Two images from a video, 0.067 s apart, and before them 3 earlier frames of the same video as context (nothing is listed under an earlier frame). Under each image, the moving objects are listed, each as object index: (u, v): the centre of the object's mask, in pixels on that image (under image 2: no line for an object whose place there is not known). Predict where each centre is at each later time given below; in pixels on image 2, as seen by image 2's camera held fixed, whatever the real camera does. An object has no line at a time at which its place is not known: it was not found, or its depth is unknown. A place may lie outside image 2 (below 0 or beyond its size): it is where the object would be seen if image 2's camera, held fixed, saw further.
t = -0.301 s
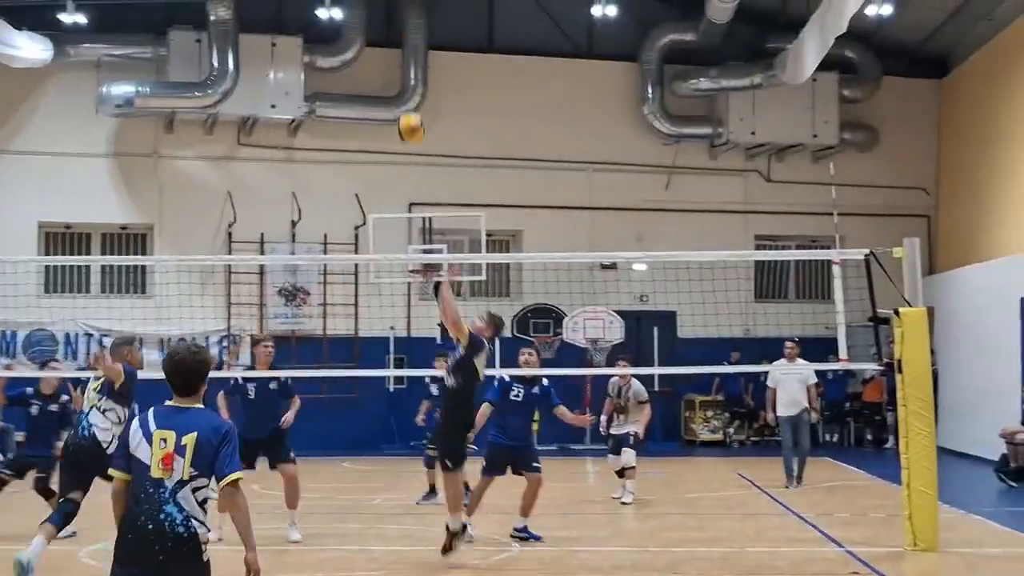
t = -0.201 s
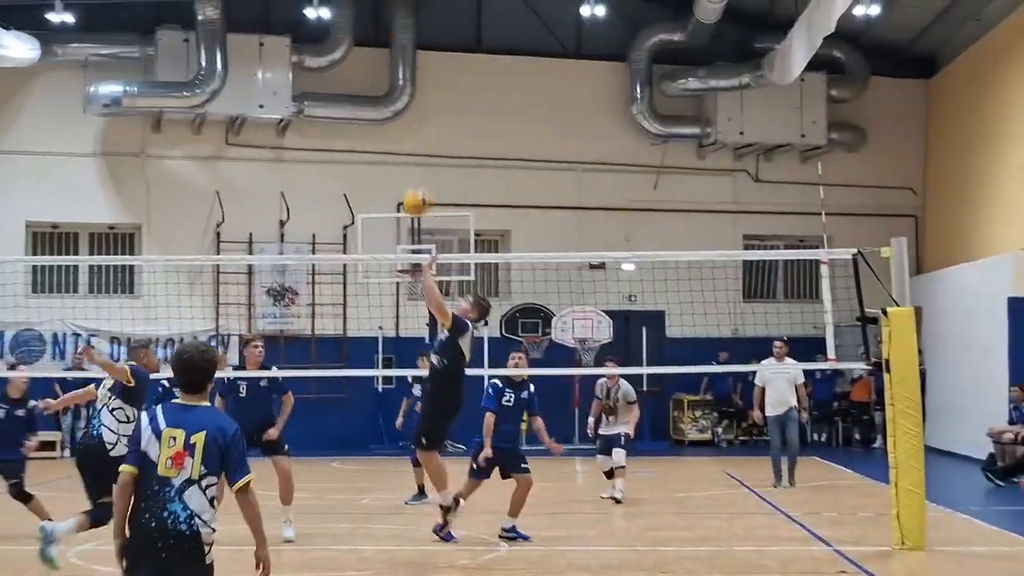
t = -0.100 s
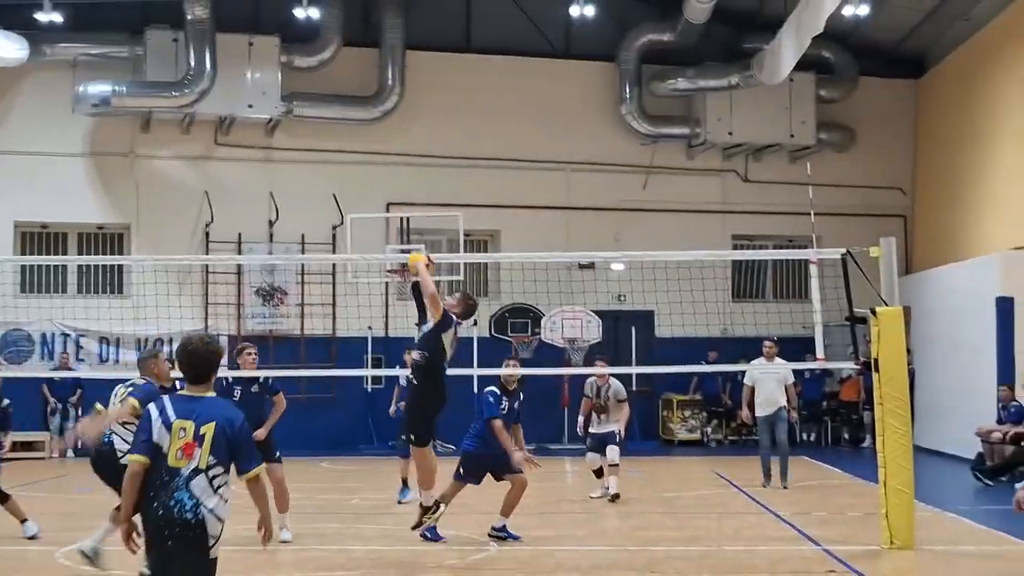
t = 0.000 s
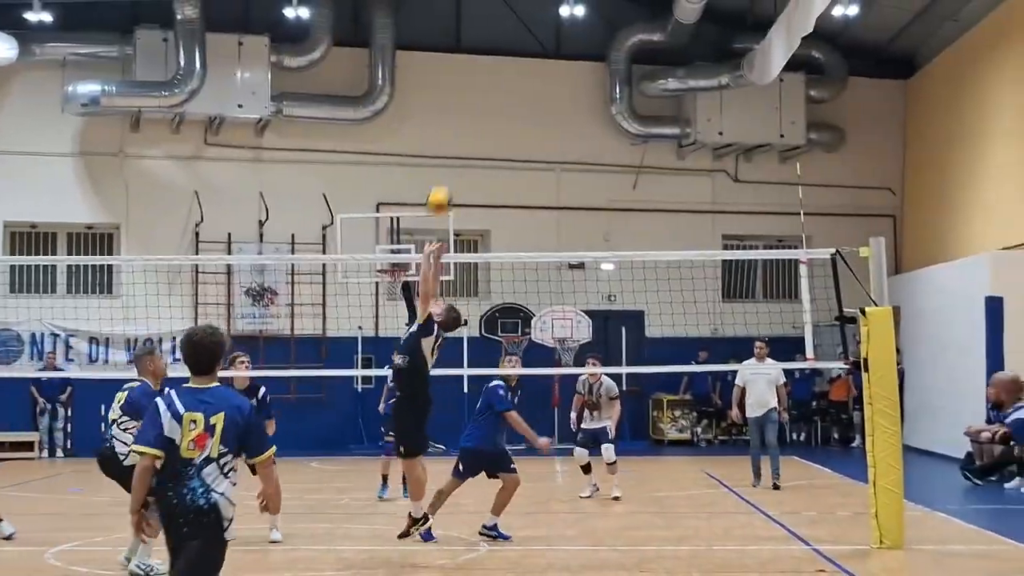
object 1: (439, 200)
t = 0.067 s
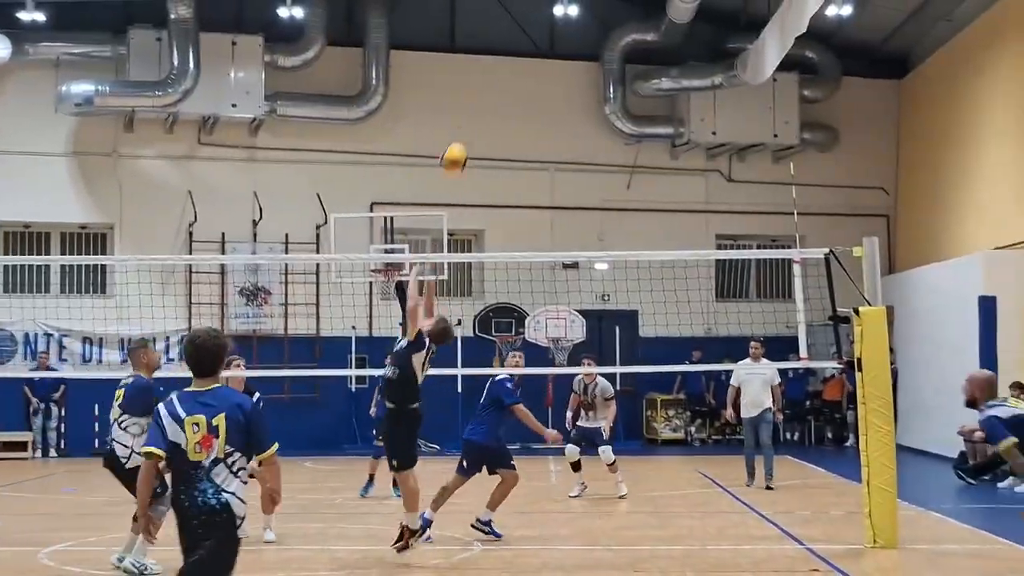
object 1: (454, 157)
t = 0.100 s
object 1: (465, 139)
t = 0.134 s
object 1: (476, 123)
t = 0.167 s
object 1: (486, 108)
